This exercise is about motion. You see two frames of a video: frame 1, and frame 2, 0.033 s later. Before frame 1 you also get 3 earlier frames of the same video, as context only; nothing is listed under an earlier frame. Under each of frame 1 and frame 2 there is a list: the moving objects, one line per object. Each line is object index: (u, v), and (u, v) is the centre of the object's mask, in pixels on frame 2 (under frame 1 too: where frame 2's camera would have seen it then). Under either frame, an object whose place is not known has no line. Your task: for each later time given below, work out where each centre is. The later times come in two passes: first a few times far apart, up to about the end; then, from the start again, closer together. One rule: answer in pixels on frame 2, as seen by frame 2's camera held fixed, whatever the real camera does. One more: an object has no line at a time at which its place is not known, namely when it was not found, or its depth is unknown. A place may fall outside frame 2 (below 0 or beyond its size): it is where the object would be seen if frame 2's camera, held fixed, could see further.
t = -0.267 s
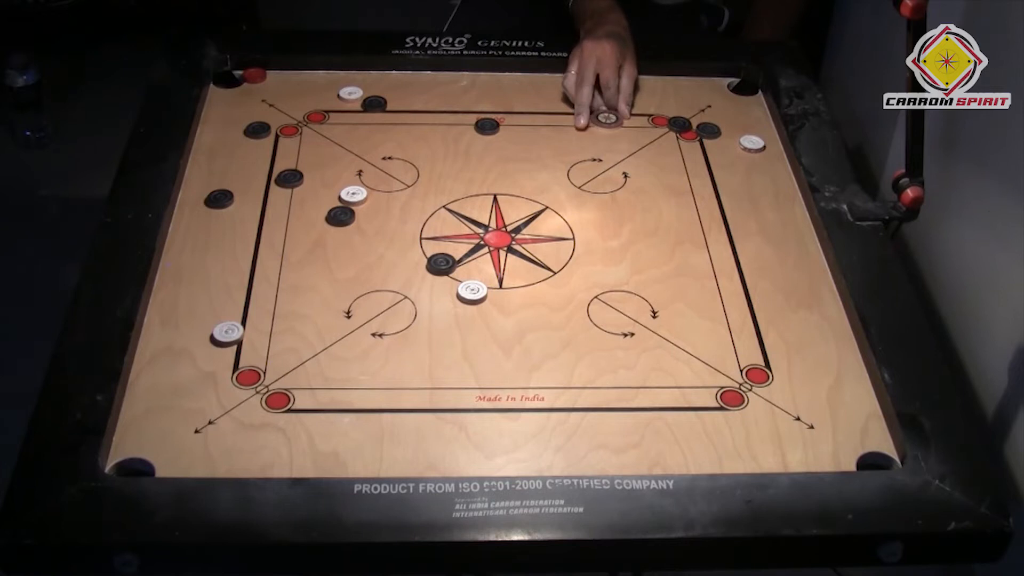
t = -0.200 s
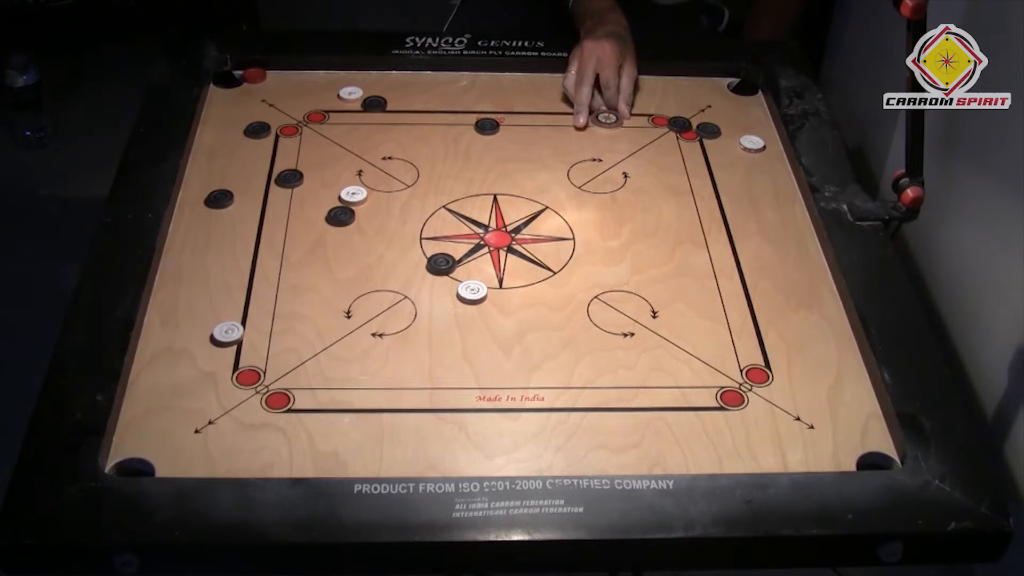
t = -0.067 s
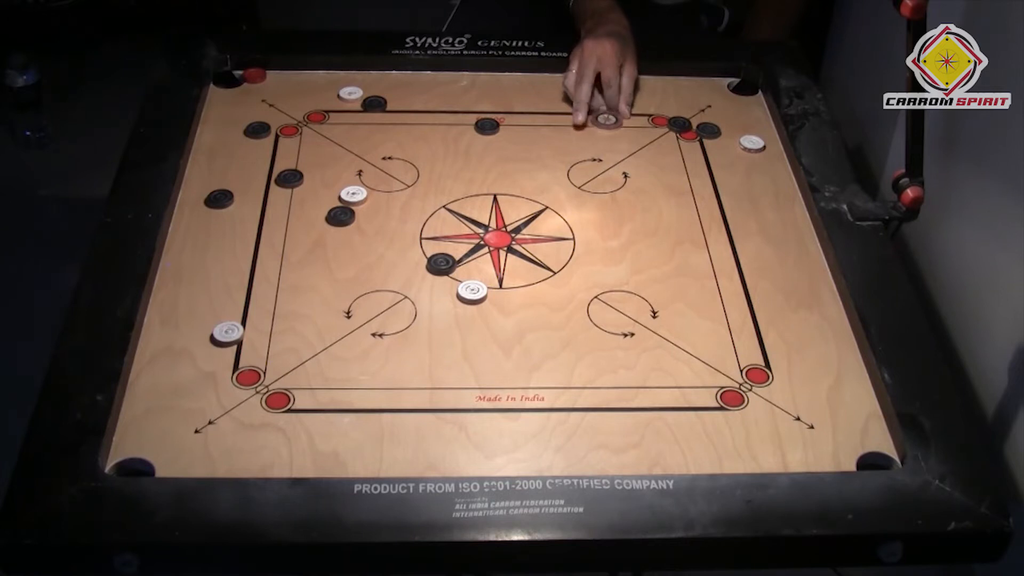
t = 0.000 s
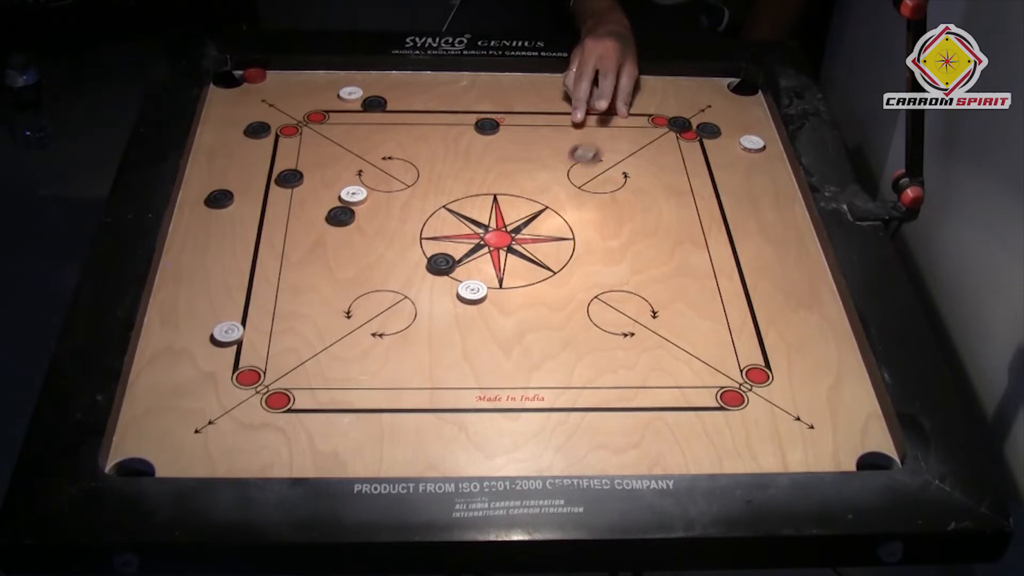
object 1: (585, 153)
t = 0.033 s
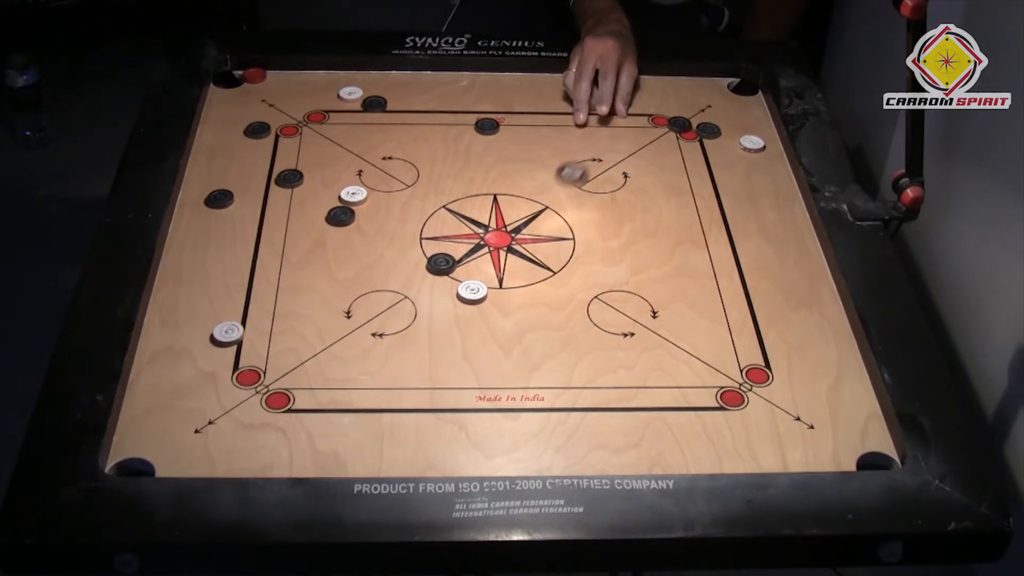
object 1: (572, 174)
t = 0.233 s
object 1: (498, 293)
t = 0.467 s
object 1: (477, 392)
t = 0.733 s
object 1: (461, 460)
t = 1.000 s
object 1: (456, 467)
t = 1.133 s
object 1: (455, 468)
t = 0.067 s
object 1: (559, 192)
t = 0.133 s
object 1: (532, 234)
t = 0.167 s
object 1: (519, 255)
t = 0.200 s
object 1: (504, 277)
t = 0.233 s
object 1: (498, 293)
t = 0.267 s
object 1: (495, 309)
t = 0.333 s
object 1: (489, 338)
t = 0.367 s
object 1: (486, 353)
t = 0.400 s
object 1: (483, 367)
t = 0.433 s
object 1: (480, 380)
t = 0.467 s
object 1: (477, 392)
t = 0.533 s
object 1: (472, 415)
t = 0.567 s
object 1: (470, 425)
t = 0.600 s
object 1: (468, 434)
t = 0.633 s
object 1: (466, 443)
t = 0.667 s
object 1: (464, 450)
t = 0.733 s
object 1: (461, 460)
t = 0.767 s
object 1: (460, 463)
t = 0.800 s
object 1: (459, 465)
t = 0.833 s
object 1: (457, 466)
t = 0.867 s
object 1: (456, 467)
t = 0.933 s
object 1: (455, 467)
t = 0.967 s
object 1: (456, 467)
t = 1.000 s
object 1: (456, 467)
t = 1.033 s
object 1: (456, 467)
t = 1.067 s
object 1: (456, 468)
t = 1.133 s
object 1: (455, 468)
